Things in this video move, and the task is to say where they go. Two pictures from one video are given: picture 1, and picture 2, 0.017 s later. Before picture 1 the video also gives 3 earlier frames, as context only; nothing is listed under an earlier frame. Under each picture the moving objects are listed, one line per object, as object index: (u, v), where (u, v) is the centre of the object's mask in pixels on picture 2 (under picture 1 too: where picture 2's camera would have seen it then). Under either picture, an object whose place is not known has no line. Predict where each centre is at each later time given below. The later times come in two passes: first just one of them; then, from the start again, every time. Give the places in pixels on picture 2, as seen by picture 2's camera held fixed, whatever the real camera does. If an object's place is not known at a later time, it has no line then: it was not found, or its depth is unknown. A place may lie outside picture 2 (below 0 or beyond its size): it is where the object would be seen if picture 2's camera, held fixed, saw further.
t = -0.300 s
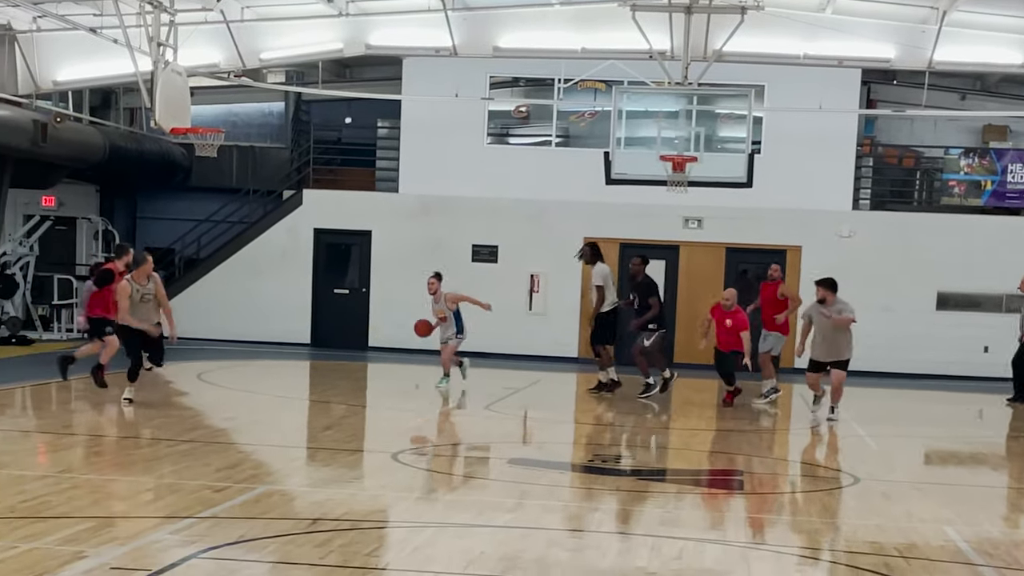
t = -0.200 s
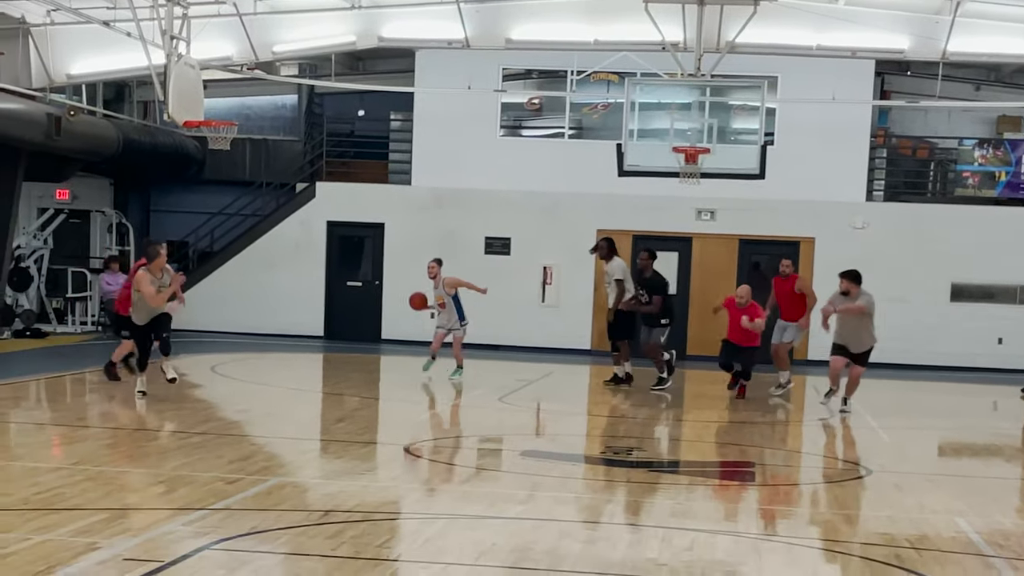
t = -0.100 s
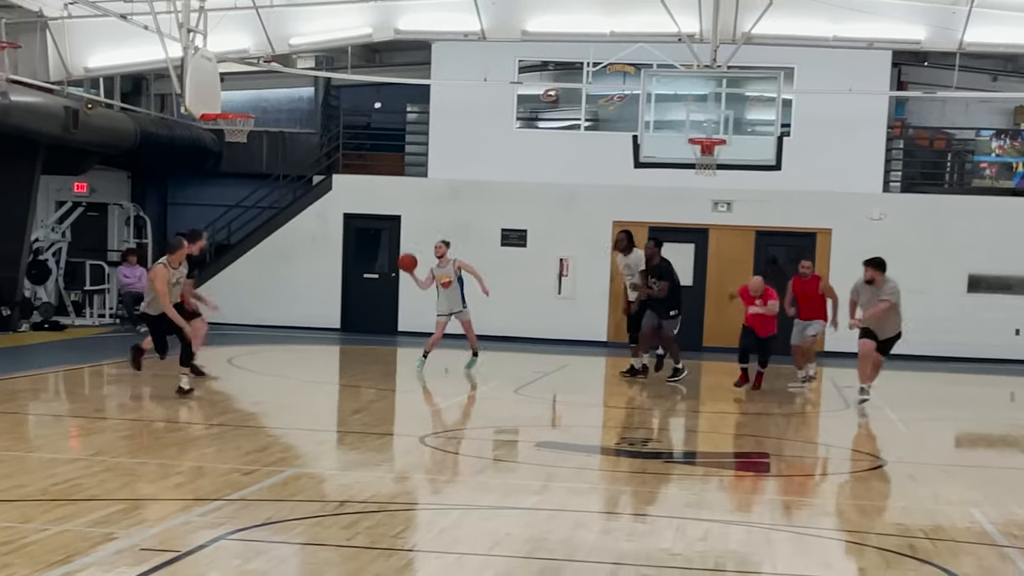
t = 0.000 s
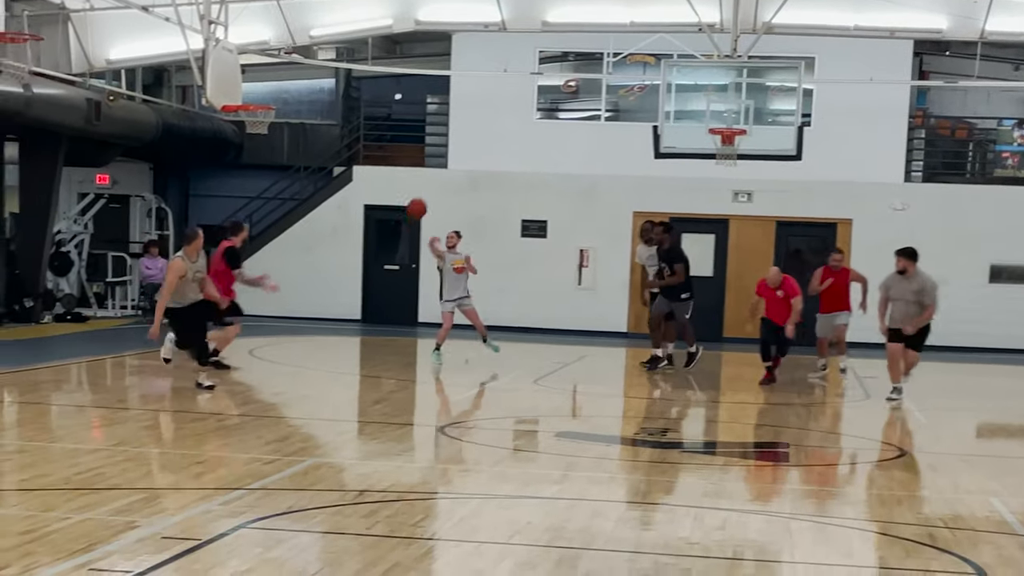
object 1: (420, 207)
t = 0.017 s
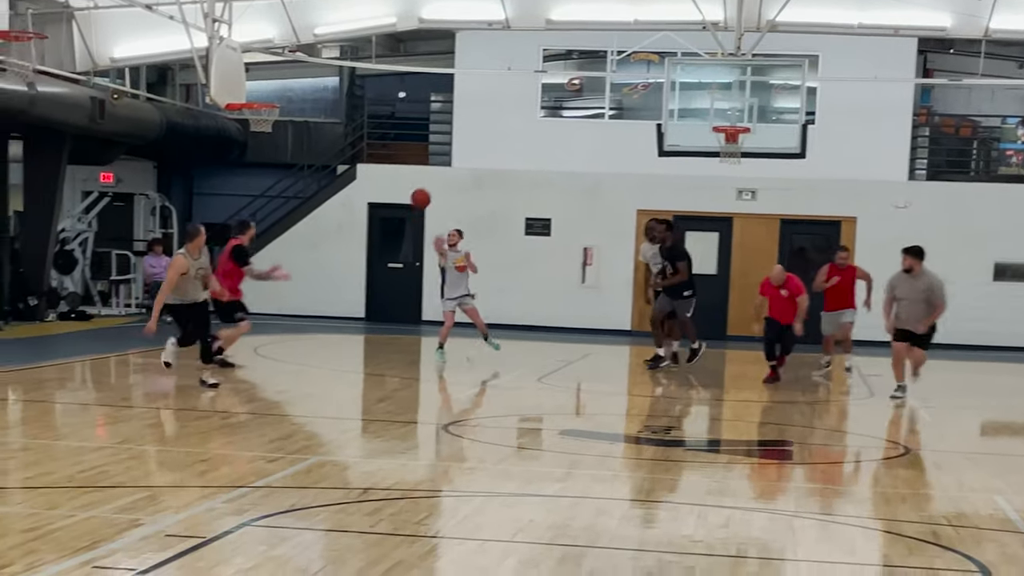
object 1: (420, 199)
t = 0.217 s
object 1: (418, 115)
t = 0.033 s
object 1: (420, 191)
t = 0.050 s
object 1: (420, 183)
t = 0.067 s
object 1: (420, 176)
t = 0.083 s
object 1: (420, 168)
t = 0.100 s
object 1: (419, 161)
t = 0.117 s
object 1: (419, 153)
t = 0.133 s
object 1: (420, 149)
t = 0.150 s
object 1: (419, 146)
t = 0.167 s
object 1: (419, 133)
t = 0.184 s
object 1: (419, 127)
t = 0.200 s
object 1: (419, 121)
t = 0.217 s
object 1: (418, 115)
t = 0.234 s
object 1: (419, 110)
